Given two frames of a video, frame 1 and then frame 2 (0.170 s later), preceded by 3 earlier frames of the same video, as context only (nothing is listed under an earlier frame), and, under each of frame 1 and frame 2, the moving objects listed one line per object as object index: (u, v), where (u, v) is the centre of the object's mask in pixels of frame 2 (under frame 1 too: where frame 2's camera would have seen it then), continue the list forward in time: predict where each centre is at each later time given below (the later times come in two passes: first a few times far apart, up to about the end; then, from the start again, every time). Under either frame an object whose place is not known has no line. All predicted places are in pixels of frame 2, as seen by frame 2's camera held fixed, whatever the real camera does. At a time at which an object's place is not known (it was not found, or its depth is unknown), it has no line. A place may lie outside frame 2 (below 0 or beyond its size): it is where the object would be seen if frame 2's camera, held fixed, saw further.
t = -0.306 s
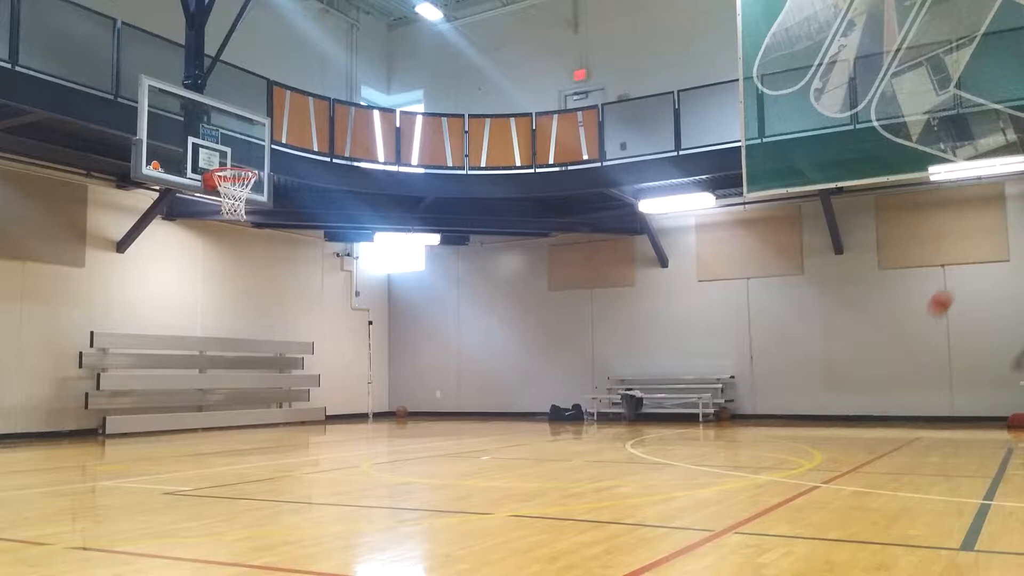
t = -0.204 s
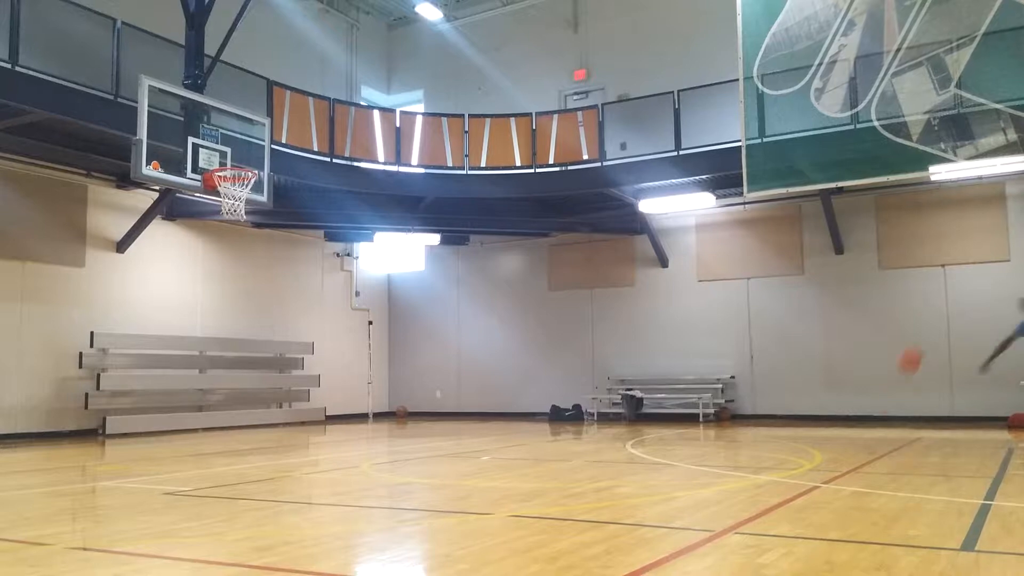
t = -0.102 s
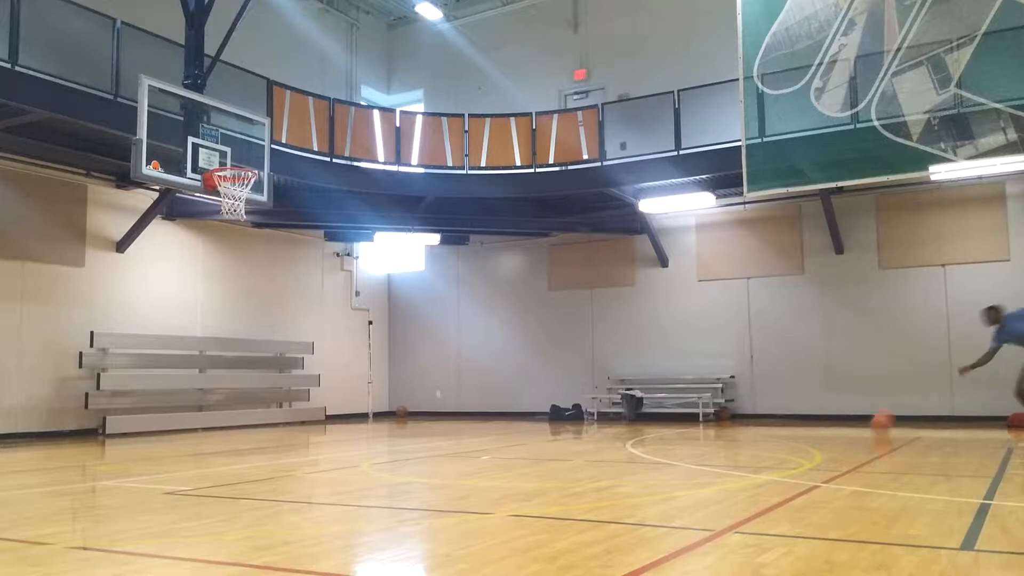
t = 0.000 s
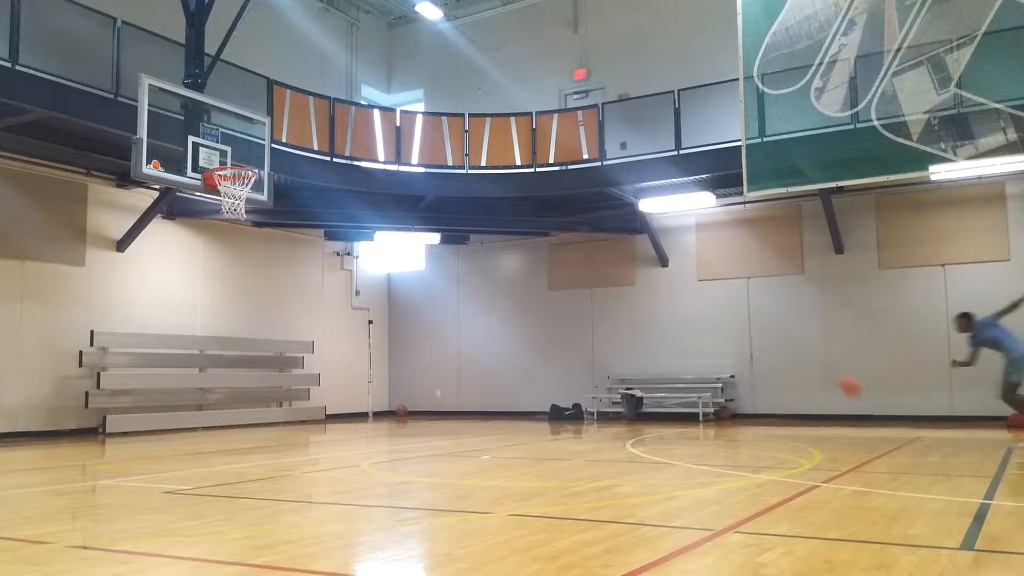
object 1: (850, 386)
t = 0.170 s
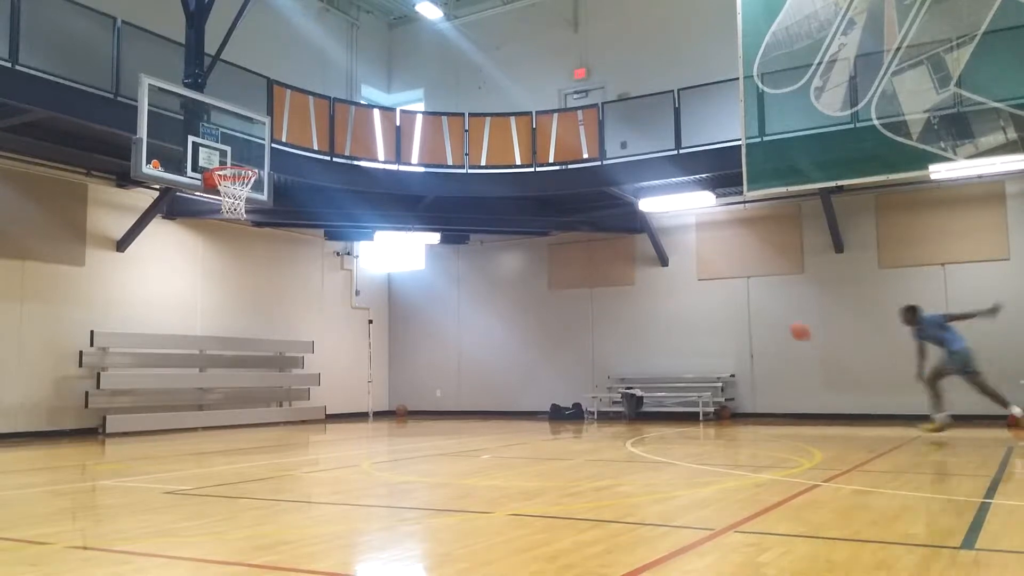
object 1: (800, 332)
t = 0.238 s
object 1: (782, 318)
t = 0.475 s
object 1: (722, 296)
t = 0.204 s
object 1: (791, 324)
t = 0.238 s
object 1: (782, 318)
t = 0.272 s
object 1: (773, 312)
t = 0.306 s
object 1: (765, 307)
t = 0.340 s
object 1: (755, 303)
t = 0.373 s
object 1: (747, 300)
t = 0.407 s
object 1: (738, 297)
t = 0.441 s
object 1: (730, 296)
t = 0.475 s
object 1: (722, 296)
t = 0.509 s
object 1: (714, 296)
